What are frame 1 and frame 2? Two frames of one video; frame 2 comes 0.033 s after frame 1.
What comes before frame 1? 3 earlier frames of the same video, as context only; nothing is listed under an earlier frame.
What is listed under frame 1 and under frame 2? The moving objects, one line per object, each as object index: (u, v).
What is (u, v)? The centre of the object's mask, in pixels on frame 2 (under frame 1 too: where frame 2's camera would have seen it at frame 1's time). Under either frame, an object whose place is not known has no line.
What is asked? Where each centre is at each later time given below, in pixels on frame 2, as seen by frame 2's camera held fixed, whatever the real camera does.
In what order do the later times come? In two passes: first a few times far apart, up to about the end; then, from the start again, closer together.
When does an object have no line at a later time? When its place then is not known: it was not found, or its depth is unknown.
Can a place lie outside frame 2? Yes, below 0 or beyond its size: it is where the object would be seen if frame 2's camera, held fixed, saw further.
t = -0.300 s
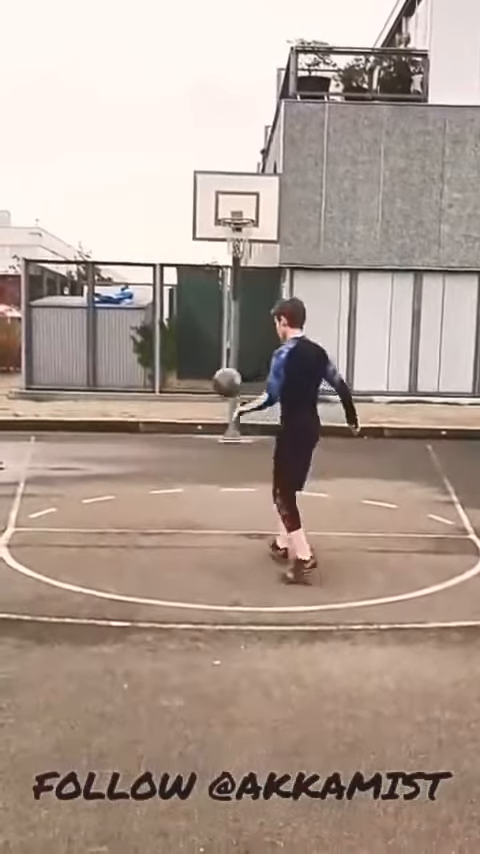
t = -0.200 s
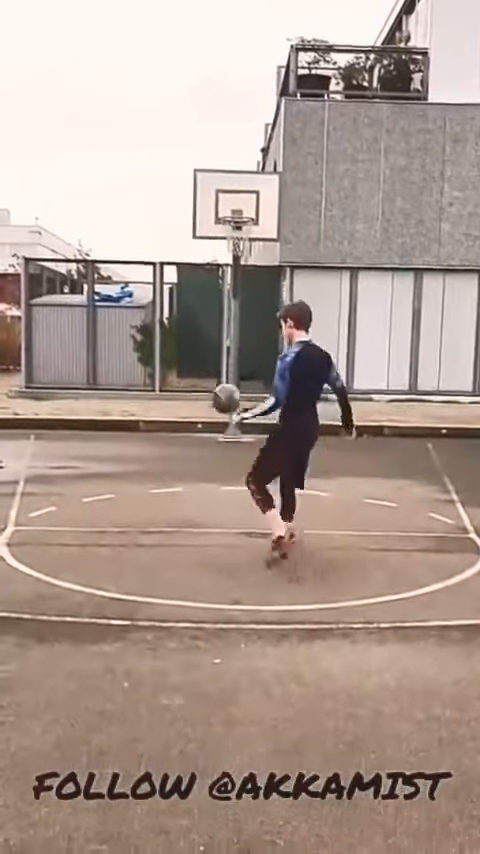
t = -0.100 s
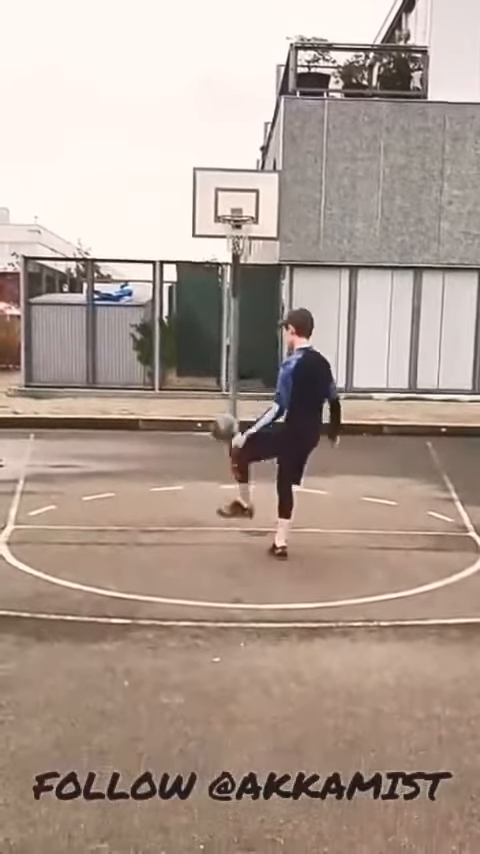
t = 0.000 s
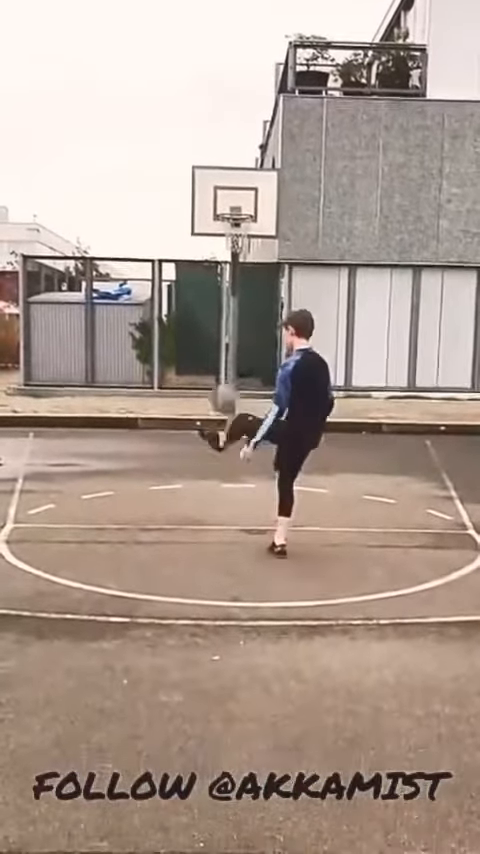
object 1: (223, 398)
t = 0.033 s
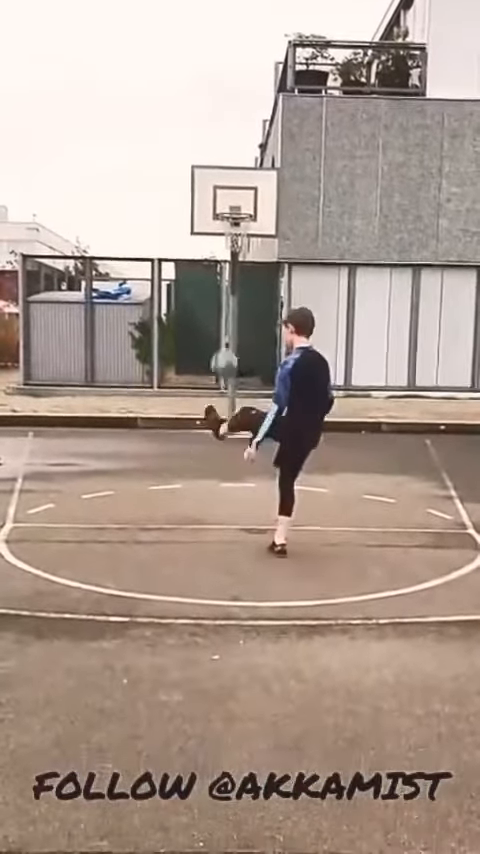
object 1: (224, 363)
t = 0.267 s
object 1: (230, 195)
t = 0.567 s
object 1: (235, 124)
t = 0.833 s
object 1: (239, 145)
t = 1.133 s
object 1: (241, 208)
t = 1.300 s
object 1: (231, 235)
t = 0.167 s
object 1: (227, 253)
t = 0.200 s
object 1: (227, 232)
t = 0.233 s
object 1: (229, 214)
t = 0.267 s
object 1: (230, 195)
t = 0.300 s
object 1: (230, 181)
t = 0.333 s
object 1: (231, 167)
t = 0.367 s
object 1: (231, 156)
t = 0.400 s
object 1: (232, 146)
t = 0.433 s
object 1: (233, 139)
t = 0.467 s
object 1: (233, 133)
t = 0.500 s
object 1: (233, 129)
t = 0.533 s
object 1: (234, 126)
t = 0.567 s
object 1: (235, 124)
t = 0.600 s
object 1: (235, 123)
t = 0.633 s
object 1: (236, 123)
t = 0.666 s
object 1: (236, 125)
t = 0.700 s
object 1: (237, 127)
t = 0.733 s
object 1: (237, 130)
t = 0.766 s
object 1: (238, 134)
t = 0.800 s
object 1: (238, 139)
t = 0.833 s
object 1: (239, 145)
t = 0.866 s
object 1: (240, 152)
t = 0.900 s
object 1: (240, 159)
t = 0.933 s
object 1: (240, 167)
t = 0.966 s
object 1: (241, 176)
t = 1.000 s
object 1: (242, 186)
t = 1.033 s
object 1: (242, 197)
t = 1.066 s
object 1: (242, 202)
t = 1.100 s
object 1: (242, 204)
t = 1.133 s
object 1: (241, 208)
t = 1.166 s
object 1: (240, 210)
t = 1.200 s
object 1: (237, 209)
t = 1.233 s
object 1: (237, 218)
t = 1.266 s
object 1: (233, 227)
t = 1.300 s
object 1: (231, 235)
